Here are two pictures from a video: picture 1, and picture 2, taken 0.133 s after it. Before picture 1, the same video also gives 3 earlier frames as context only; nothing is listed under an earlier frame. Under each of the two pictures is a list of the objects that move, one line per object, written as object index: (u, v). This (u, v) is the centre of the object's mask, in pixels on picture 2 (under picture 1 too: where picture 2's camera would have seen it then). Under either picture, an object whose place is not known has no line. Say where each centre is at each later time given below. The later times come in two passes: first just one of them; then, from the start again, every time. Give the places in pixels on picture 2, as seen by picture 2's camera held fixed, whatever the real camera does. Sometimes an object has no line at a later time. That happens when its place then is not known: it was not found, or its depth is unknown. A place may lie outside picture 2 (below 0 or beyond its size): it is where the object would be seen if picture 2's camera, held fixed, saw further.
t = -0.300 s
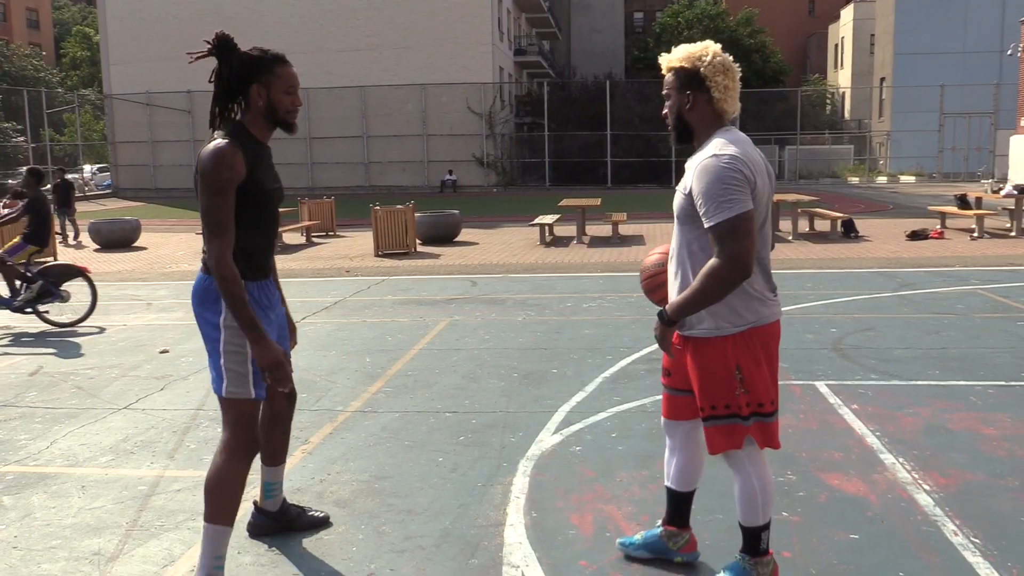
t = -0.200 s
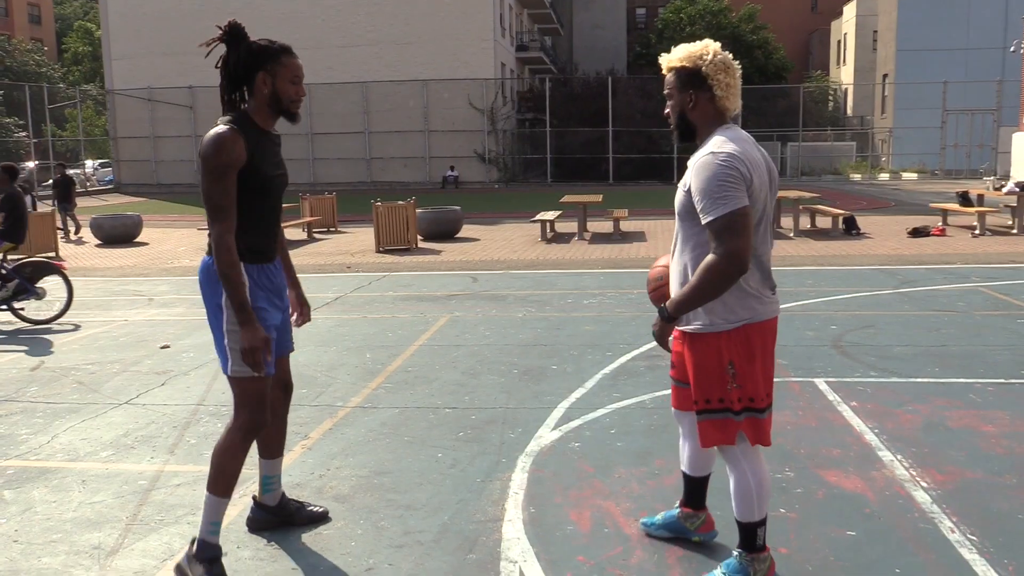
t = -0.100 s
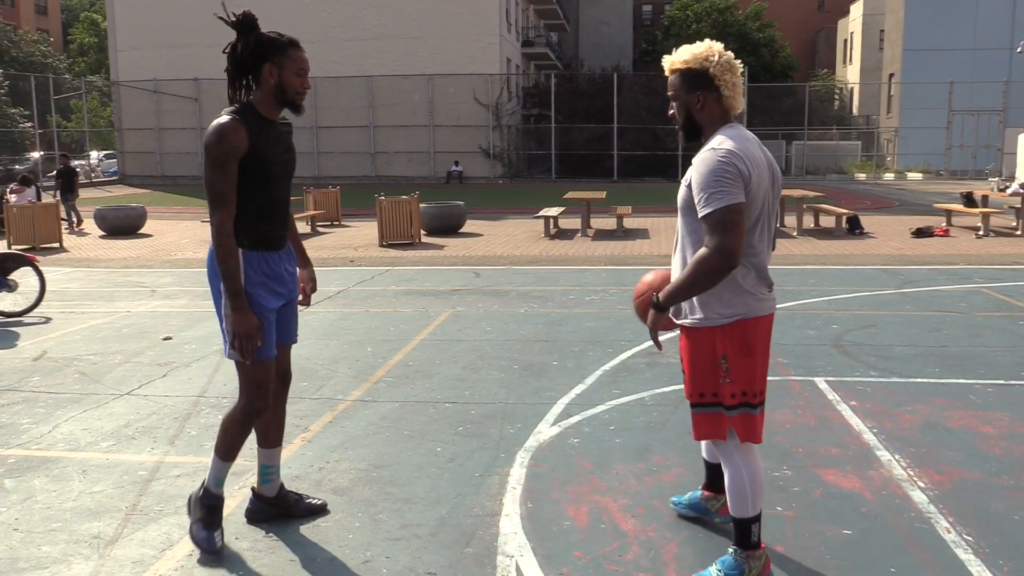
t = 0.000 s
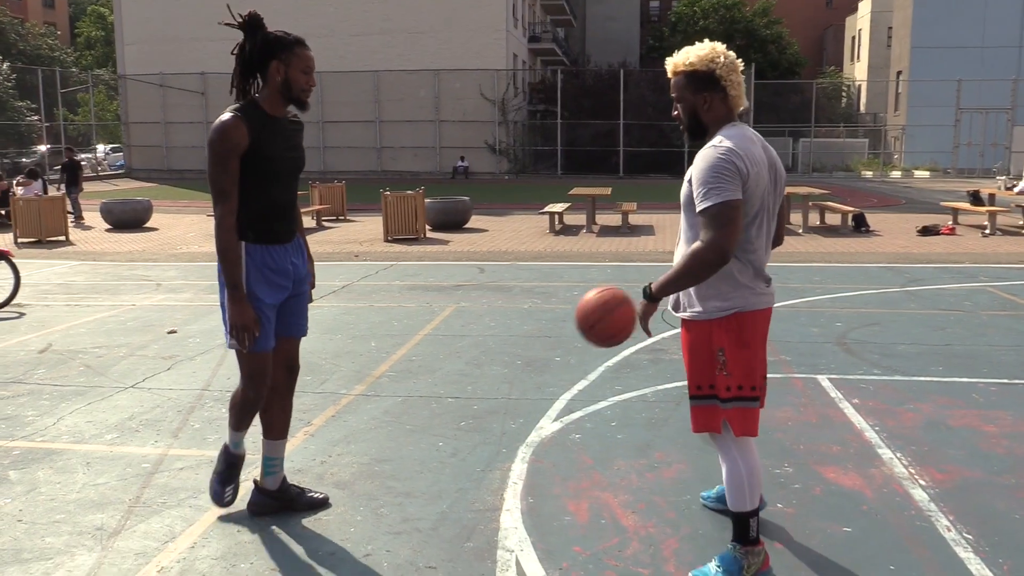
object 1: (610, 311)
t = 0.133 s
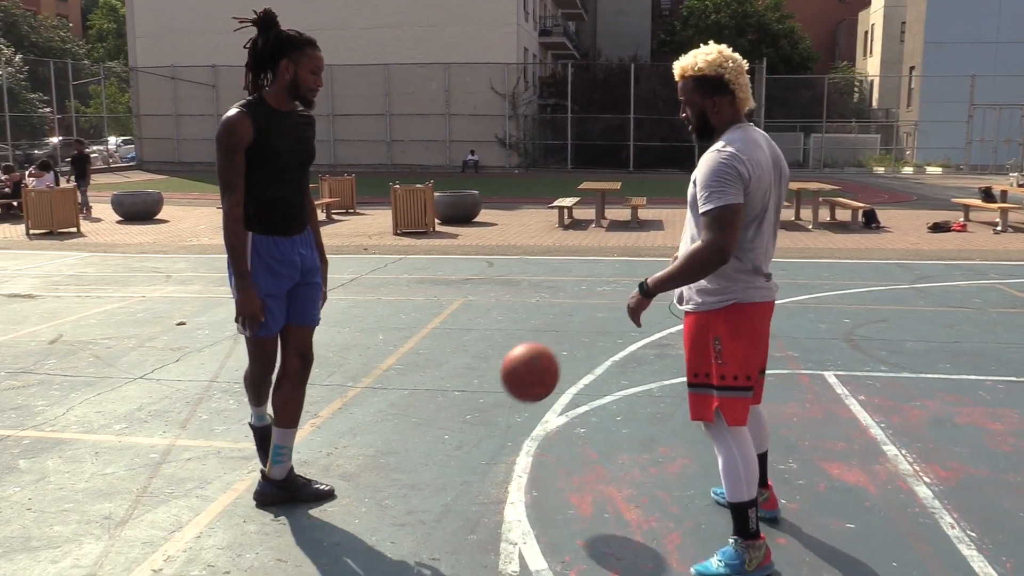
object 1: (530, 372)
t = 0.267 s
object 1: (455, 468)
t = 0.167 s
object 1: (510, 393)
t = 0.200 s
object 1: (491, 417)
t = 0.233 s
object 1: (473, 442)
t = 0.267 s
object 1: (455, 468)
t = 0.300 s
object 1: (439, 445)
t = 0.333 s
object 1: (424, 424)
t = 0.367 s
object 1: (409, 404)
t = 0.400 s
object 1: (393, 388)
